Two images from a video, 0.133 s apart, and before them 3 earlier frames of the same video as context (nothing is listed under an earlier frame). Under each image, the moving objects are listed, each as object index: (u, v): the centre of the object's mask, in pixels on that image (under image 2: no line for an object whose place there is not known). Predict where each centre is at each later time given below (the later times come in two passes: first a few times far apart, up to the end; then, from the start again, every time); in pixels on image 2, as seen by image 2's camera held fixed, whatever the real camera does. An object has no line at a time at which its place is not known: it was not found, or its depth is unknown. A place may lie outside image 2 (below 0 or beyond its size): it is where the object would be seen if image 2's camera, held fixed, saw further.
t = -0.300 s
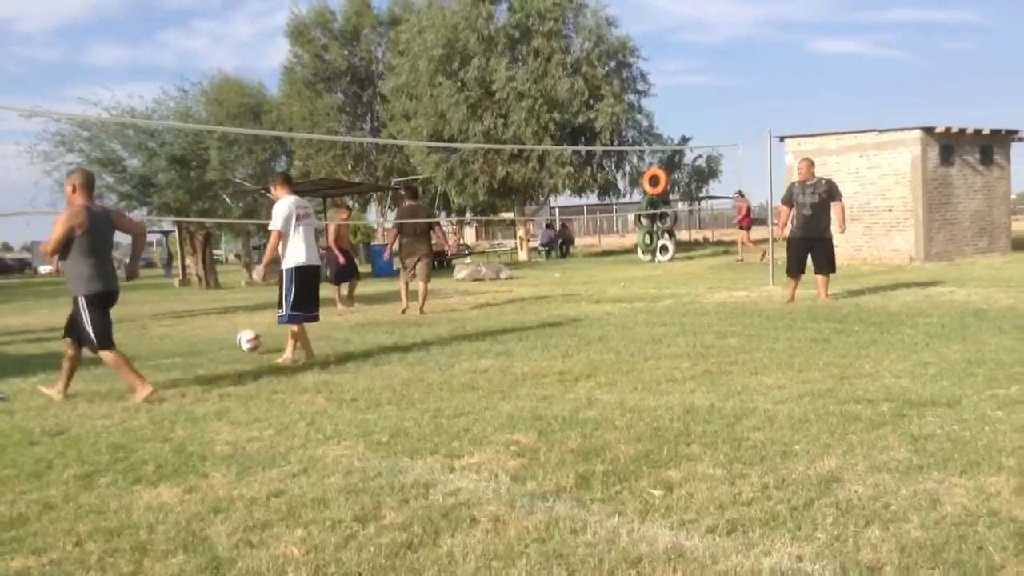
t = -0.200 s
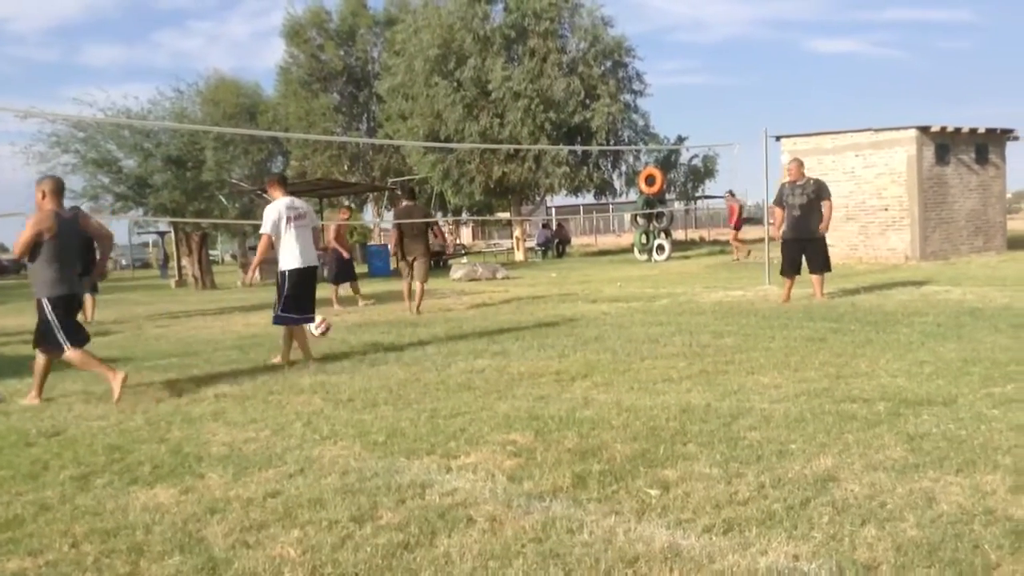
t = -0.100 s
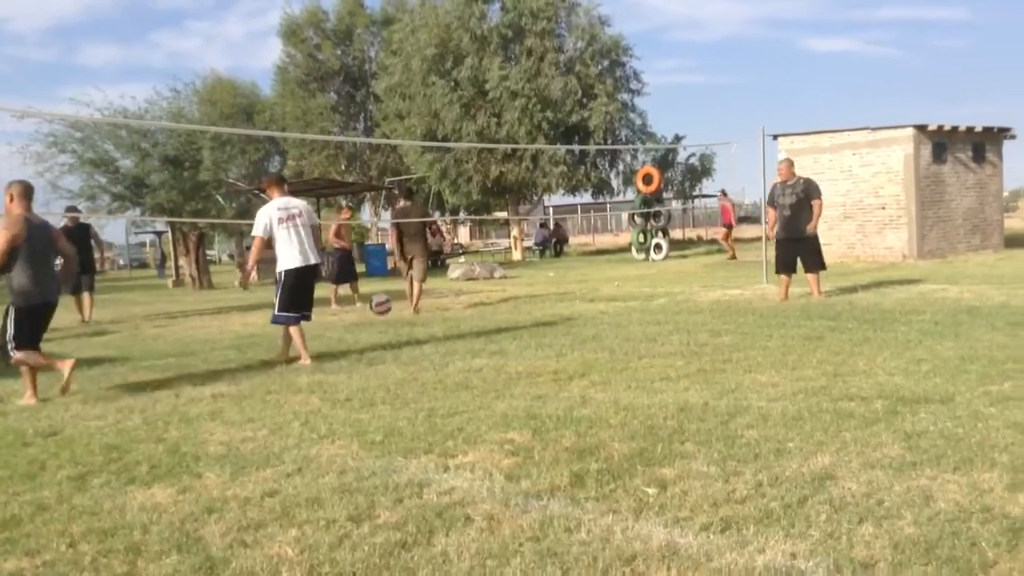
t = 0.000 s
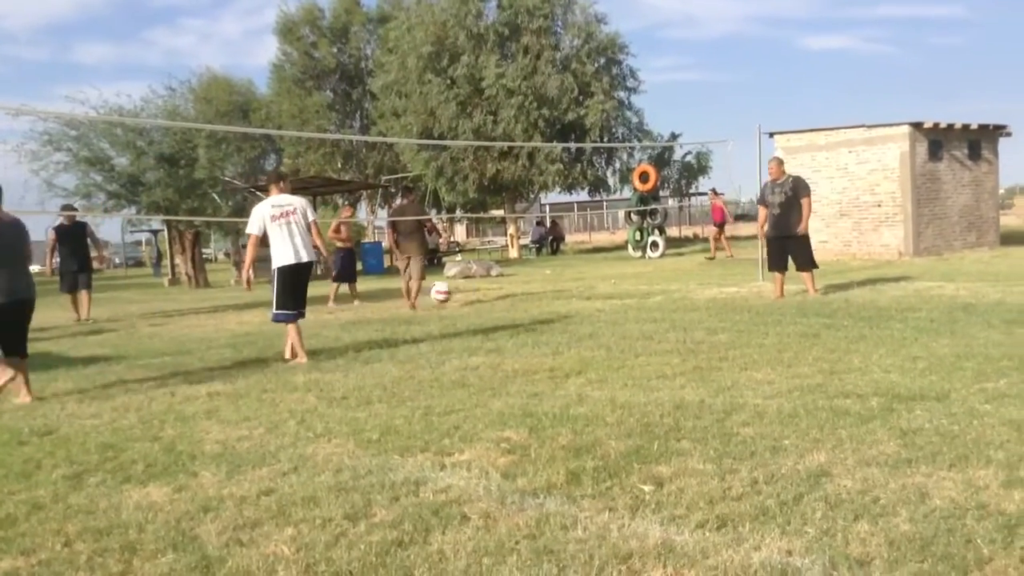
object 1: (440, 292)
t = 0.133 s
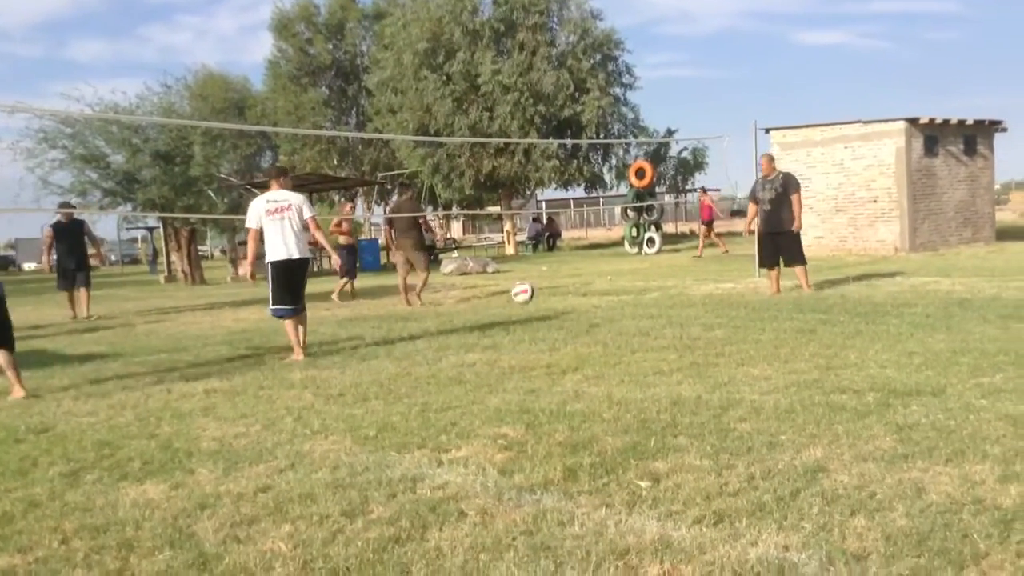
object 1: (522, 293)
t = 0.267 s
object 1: (607, 317)
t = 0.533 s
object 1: (774, 291)
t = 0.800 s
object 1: (942, 305)
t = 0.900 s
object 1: (999, 288)
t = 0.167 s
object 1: (543, 296)
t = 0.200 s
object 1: (564, 303)
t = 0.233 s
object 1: (586, 309)
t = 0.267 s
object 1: (607, 317)
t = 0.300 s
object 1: (627, 325)
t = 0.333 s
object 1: (649, 318)
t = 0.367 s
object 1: (670, 310)
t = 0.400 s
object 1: (690, 305)
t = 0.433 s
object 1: (711, 299)
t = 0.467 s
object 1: (733, 295)
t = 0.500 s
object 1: (753, 293)
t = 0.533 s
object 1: (774, 291)
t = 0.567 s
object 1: (796, 291)
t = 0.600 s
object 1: (817, 292)
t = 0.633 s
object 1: (837, 294)
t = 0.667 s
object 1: (860, 298)
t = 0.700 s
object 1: (881, 303)
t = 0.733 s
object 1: (902, 309)
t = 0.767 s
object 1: (924, 311)
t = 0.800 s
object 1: (942, 305)
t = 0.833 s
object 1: (961, 298)
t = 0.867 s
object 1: (979, 292)
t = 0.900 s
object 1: (999, 288)
